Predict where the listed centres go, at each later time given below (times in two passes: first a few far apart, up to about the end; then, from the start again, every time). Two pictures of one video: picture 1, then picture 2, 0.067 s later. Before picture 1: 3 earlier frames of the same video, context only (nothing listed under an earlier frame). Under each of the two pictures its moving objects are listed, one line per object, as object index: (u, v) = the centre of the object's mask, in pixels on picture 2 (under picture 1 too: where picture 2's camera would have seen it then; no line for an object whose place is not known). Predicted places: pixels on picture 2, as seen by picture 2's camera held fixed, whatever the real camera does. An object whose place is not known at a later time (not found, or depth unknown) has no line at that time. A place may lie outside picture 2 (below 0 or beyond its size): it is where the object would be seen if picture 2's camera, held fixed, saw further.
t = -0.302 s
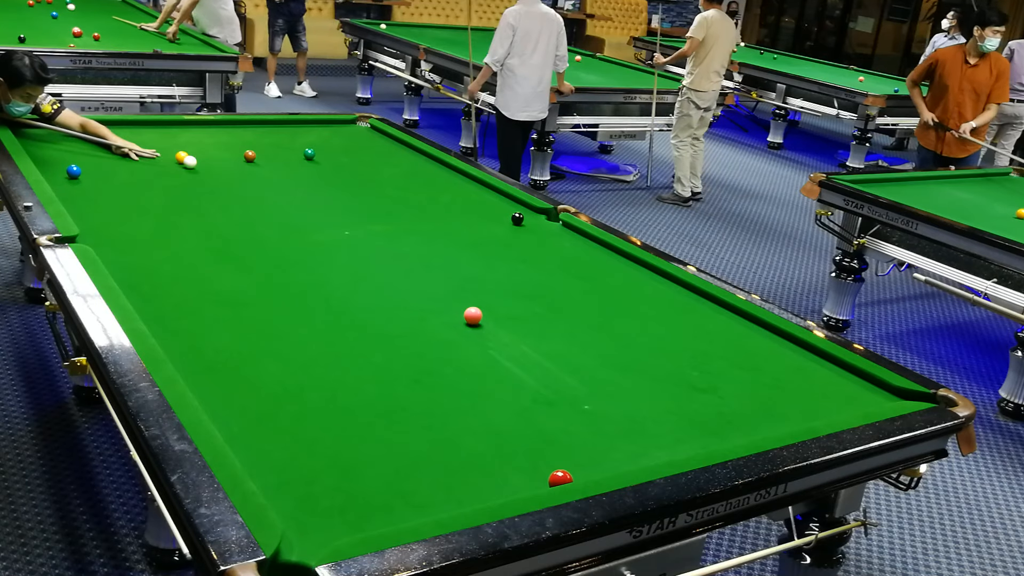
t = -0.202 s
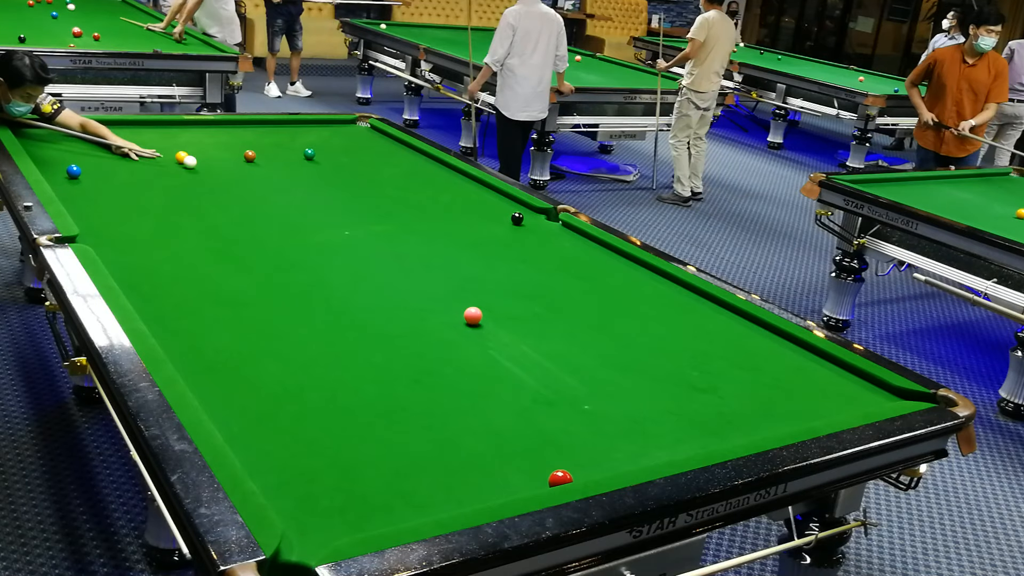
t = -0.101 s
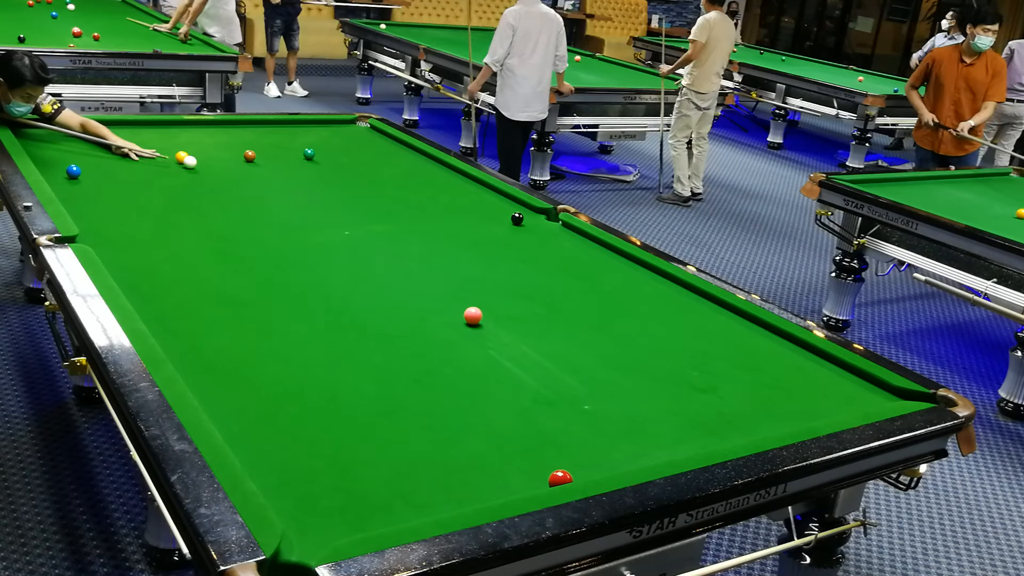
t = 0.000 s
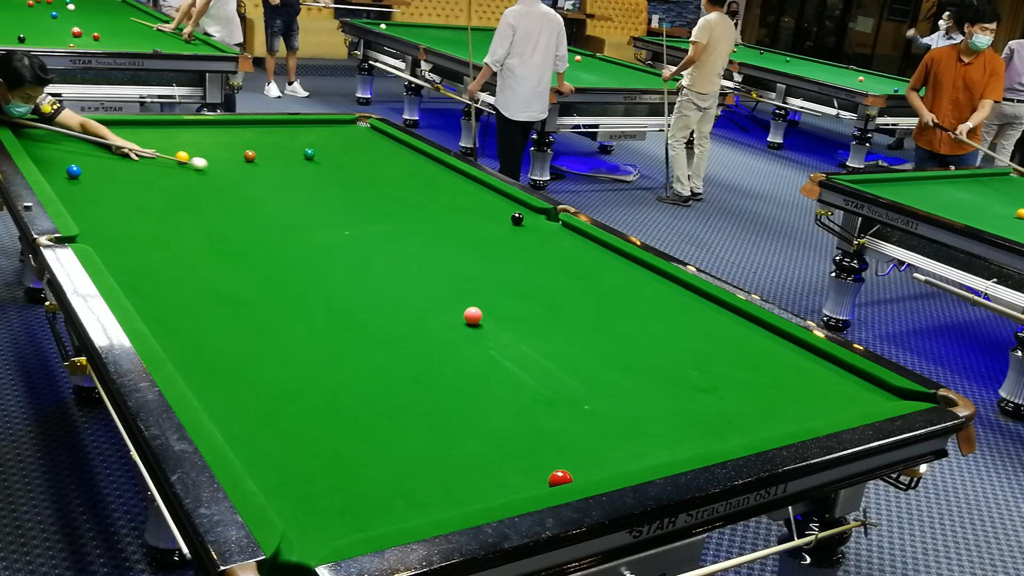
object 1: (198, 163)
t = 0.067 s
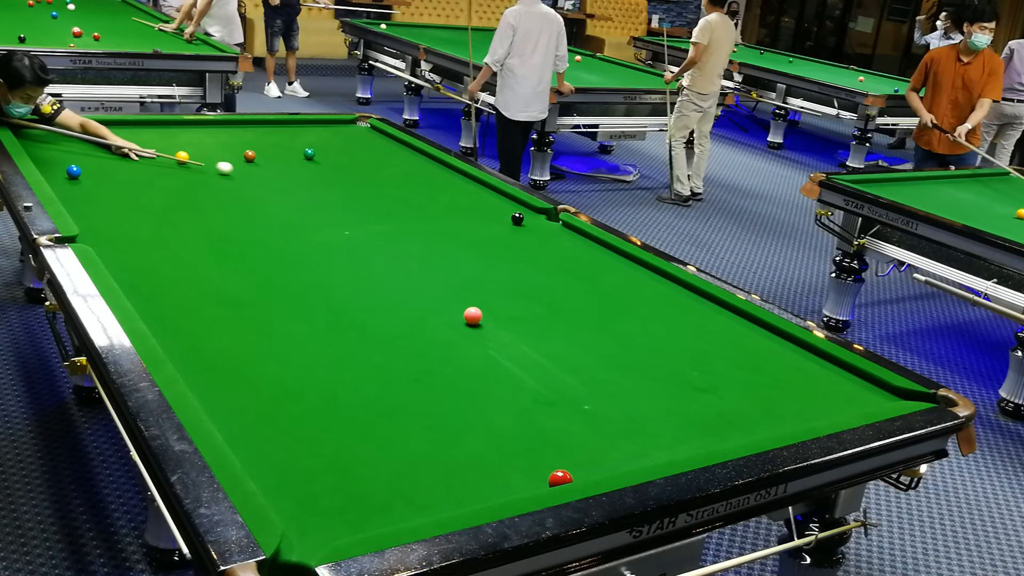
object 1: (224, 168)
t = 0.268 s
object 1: (286, 179)
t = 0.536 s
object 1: (360, 192)
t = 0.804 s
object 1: (435, 206)
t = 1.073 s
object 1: (508, 220)
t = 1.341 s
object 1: (550, 235)
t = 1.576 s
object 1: (588, 249)
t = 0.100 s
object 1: (236, 170)
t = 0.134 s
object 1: (247, 172)
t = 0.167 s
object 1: (257, 174)
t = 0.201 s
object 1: (267, 176)
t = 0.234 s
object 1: (277, 177)
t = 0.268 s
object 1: (286, 179)
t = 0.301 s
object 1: (295, 180)
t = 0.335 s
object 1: (304, 182)
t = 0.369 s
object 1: (314, 184)
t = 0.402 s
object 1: (323, 186)
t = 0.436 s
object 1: (332, 187)
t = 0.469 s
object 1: (342, 189)
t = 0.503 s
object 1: (351, 191)
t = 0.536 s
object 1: (360, 192)
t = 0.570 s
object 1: (370, 194)
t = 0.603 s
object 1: (379, 196)
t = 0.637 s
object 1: (388, 197)
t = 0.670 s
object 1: (398, 200)
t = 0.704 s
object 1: (407, 201)
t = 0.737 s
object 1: (416, 203)
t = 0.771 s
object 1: (426, 204)
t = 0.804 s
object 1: (435, 206)
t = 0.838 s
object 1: (444, 208)
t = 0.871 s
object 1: (454, 209)
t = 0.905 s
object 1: (463, 211)
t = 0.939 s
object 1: (472, 213)
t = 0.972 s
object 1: (482, 215)
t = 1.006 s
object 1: (491, 216)
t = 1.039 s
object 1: (500, 218)
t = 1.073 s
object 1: (508, 220)
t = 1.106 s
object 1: (512, 222)
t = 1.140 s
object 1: (518, 224)
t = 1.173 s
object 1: (523, 226)
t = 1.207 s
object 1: (529, 227)
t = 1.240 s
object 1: (534, 229)
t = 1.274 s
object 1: (539, 231)
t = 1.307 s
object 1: (544, 233)
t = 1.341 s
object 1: (550, 235)
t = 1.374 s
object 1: (555, 237)
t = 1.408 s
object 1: (561, 239)
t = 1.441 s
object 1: (566, 241)
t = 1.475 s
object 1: (572, 243)
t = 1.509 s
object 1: (577, 246)
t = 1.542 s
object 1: (583, 248)
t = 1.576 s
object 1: (588, 249)
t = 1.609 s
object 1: (594, 252)
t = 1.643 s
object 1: (600, 254)
